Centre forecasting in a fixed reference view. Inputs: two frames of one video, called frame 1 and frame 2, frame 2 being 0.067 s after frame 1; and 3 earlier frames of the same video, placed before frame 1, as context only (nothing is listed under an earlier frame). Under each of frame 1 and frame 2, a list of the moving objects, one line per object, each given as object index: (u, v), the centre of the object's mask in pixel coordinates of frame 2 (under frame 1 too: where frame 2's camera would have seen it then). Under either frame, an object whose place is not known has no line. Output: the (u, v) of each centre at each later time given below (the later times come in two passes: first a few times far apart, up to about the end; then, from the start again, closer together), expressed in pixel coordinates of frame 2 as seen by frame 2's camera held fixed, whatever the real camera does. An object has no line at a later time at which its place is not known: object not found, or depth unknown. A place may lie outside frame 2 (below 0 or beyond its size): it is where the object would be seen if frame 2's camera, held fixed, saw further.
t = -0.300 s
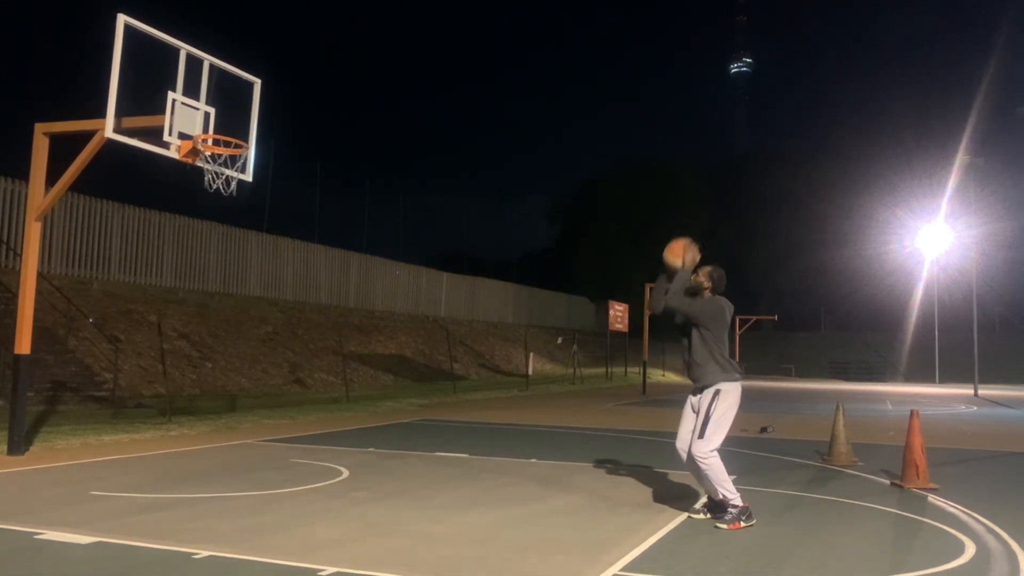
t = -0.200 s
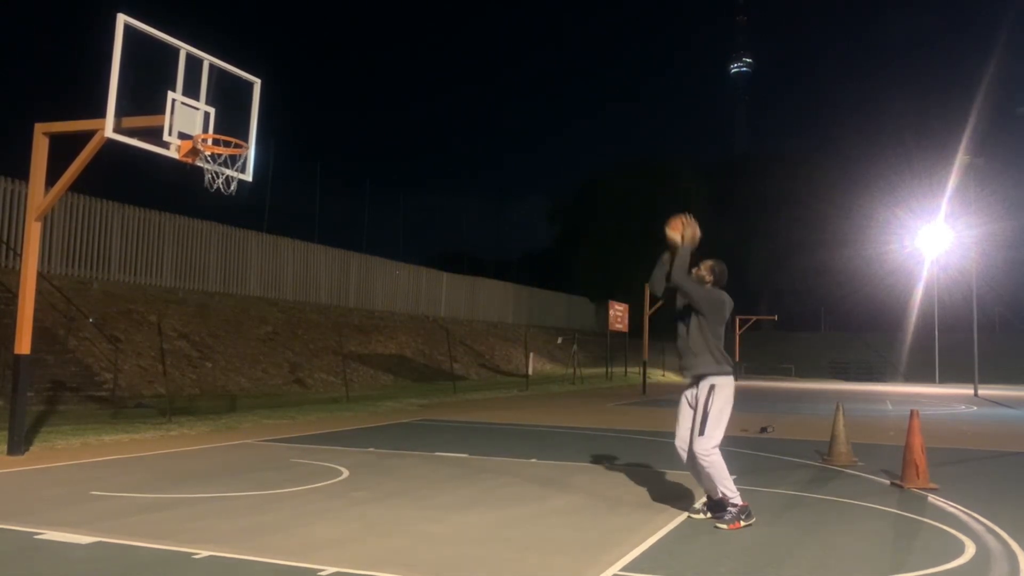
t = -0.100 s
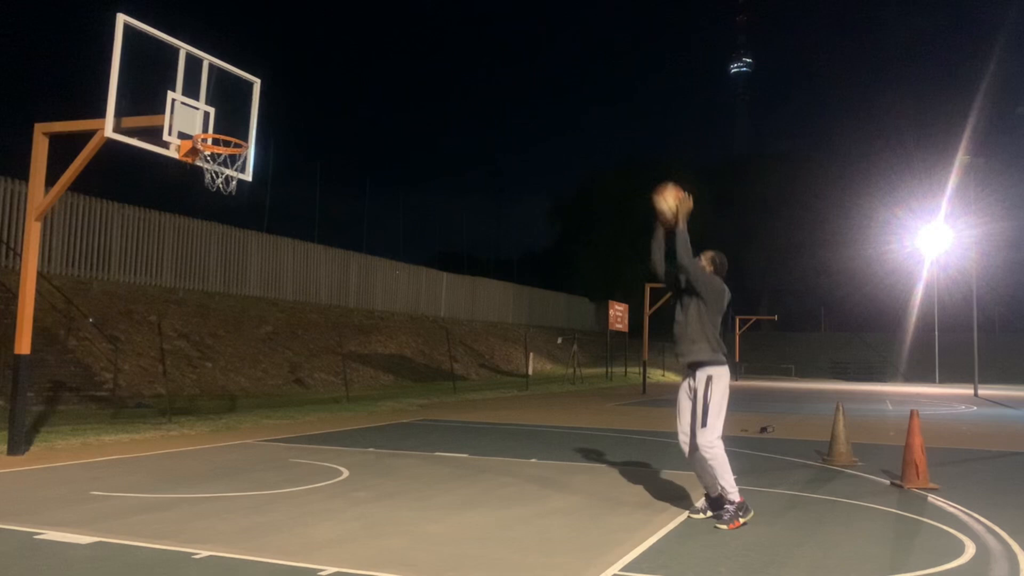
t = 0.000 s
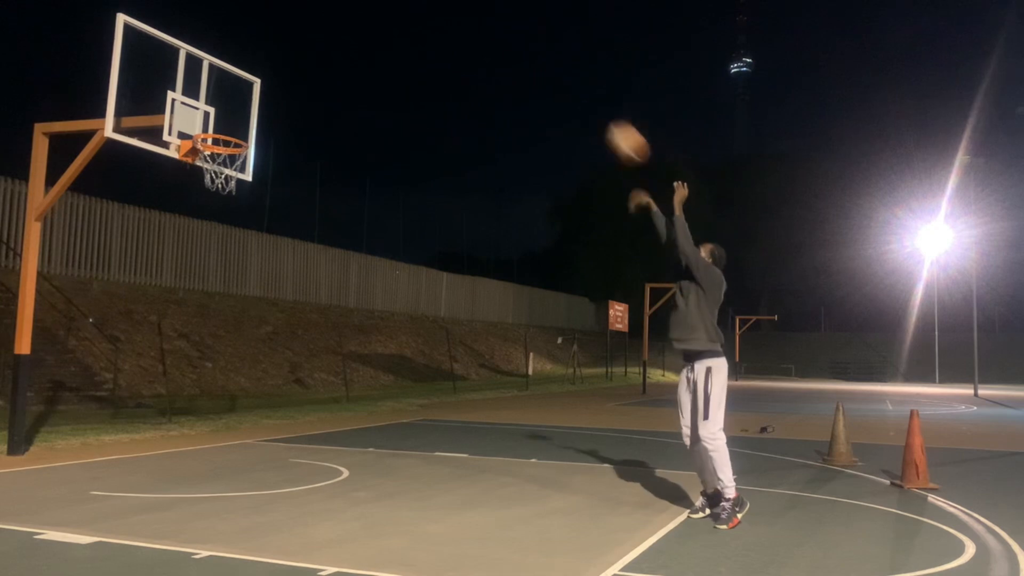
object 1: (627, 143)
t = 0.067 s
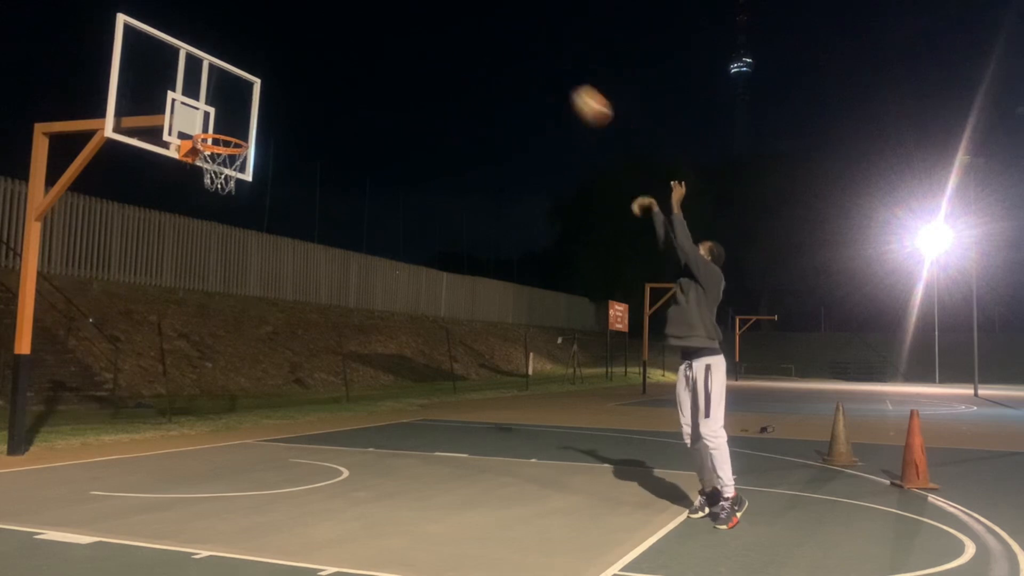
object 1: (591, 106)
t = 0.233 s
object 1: (507, 44)
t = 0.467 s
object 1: (402, 18)
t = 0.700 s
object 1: (307, 55)
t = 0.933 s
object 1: (220, 142)
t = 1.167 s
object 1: (199, 175)
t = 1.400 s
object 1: (190, 233)
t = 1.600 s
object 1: (179, 331)
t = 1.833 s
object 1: (169, 432)
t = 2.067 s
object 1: (180, 346)
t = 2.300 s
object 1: (188, 318)
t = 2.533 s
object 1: (193, 348)
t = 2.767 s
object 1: (195, 434)
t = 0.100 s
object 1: (573, 90)
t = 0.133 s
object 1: (556, 76)
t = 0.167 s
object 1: (540, 64)
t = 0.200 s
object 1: (523, 53)
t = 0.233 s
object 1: (507, 44)
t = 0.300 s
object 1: (476, 30)
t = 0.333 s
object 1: (460, 25)
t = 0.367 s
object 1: (445, 21)
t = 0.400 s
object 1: (430, 19)
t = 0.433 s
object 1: (416, 18)
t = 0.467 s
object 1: (402, 18)
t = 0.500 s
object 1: (388, 20)
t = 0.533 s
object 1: (374, 23)
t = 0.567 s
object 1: (360, 27)
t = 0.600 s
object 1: (347, 33)
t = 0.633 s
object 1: (334, 39)
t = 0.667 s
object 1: (320, 47)
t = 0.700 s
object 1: (307, 55)
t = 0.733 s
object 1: (294, 65)
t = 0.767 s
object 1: (282, 75)
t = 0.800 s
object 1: (272, 87)
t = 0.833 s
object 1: (257, 99)
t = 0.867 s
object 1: (242, 115)
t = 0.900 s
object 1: (233, 126)
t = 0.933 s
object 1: (220, 142)
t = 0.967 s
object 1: (208, 158)
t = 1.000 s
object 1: (206, 166)
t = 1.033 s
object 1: (201, 168)
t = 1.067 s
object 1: (201, 165)
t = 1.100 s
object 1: (201, 166)
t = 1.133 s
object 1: (200, 169)
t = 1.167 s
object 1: (199, 175)
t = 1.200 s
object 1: (197, 179)
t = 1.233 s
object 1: (196, 184)
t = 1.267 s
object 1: (195, 192)
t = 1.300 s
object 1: (194, 201)
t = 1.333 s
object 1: (192, 209)
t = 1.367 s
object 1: (191, 220)
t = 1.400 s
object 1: (190, 233)
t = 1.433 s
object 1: (188, 245)
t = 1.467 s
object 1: (186, 261)
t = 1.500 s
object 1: (185, 277)
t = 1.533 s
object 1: (182, 294)
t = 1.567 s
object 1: (181, 313)
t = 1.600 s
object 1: (179, 331)
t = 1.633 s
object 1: (176, 352)
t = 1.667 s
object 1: (175, 374)
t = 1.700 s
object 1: (172, 396)
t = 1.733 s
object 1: (170, 419)
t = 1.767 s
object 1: (166, 445)
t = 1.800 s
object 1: (166, 450)
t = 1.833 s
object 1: (169, 432)
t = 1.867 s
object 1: (171, 416)
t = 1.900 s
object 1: (173, 402)
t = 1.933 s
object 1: (175, 389)
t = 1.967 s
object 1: (176, 376)
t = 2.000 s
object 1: (178, 365)
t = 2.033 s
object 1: (179, 354)
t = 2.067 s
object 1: (180, 346)
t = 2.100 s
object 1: (182, 338)
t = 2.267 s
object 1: (188, 318)
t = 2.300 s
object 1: (188, 318)
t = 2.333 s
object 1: (189, 319)
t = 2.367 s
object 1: (190, 320)
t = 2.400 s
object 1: (191, 324)
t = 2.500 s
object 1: (193, 340)
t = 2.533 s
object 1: (193, 348)
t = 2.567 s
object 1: (194, 357)
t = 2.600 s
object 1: (194, 367)
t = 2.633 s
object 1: (194, 379)
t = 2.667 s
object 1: (194, 390)
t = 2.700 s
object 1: (194, 404)
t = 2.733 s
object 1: (194, 418)
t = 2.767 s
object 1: (195, 434)
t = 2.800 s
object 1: (194, 454)
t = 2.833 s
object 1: (194, 453)
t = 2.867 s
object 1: (197, 438)
